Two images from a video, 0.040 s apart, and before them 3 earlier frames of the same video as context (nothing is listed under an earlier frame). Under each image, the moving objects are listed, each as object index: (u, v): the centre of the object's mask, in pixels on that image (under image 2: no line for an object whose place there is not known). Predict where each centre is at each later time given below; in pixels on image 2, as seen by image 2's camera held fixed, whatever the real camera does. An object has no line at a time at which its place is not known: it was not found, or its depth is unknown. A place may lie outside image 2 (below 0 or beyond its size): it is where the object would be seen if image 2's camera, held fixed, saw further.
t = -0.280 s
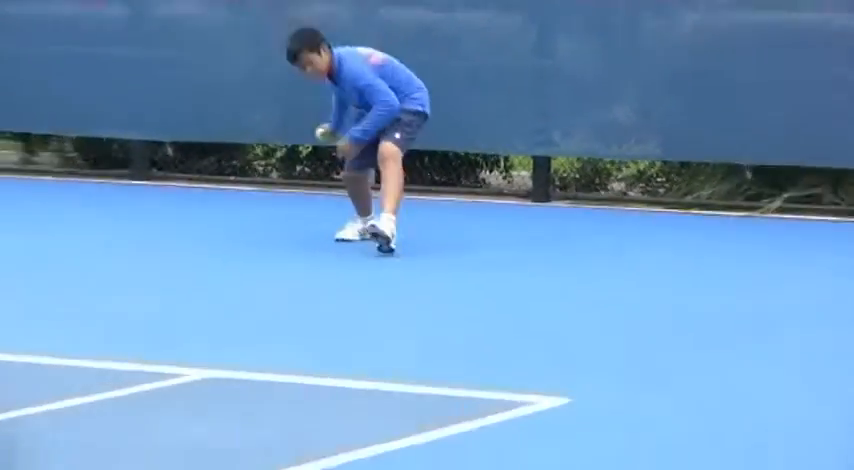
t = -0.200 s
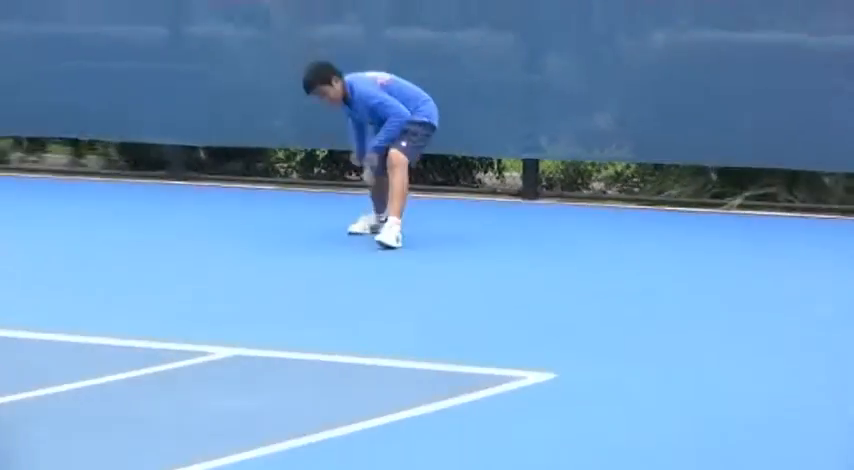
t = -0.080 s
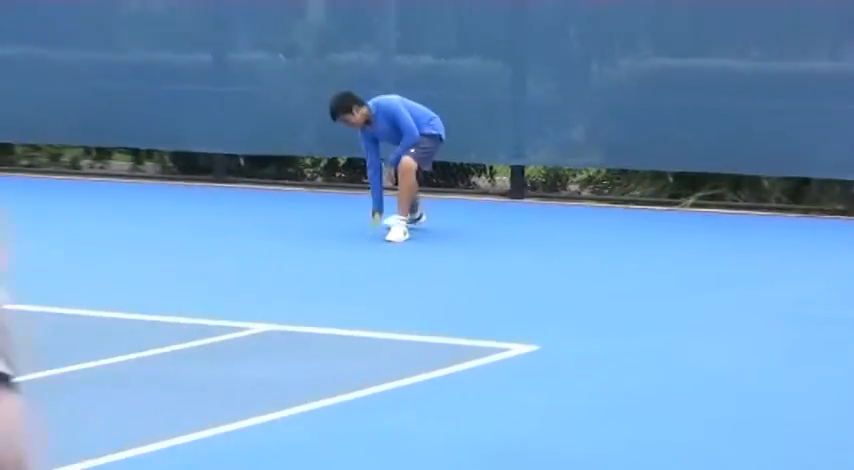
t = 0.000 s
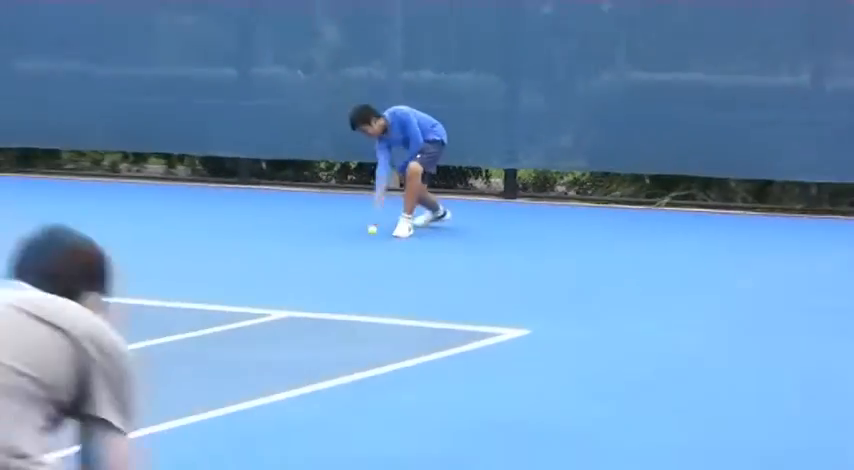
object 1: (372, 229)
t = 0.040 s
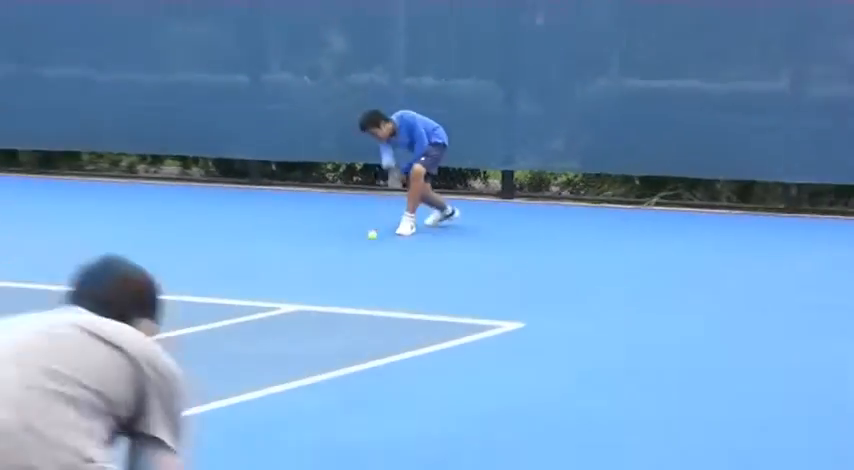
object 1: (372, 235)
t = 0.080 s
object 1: (367, 243)
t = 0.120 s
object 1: (362, 248)
